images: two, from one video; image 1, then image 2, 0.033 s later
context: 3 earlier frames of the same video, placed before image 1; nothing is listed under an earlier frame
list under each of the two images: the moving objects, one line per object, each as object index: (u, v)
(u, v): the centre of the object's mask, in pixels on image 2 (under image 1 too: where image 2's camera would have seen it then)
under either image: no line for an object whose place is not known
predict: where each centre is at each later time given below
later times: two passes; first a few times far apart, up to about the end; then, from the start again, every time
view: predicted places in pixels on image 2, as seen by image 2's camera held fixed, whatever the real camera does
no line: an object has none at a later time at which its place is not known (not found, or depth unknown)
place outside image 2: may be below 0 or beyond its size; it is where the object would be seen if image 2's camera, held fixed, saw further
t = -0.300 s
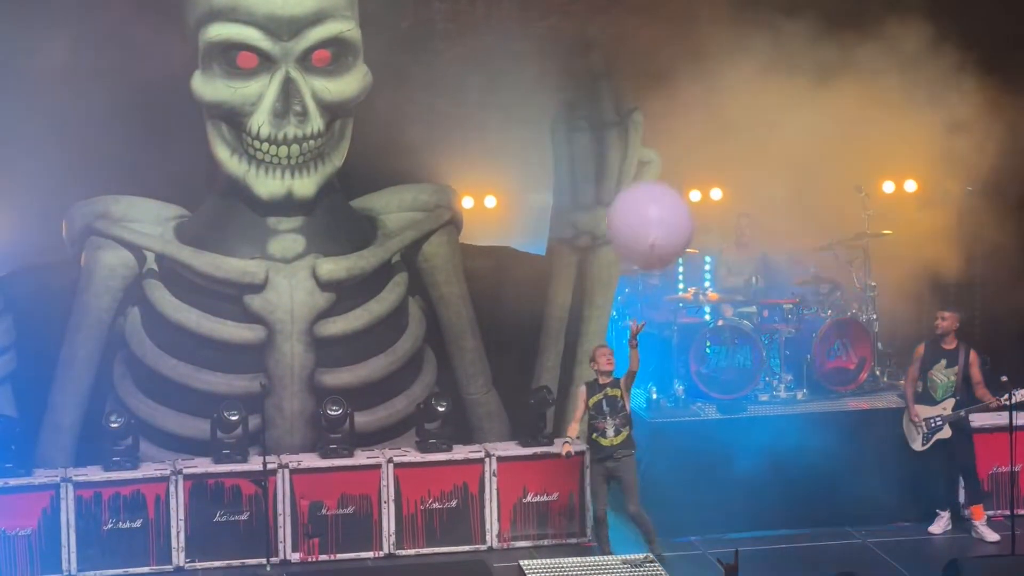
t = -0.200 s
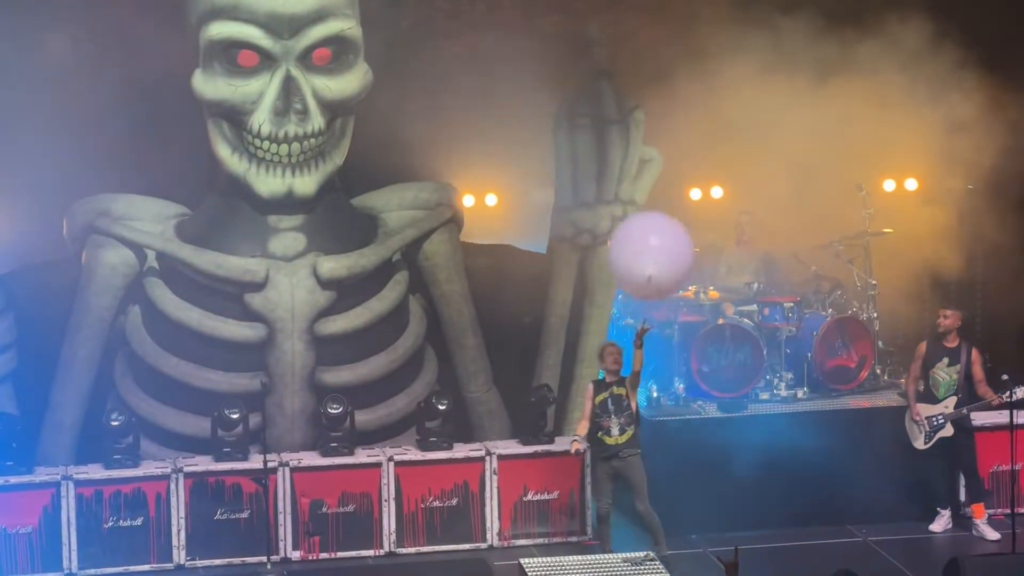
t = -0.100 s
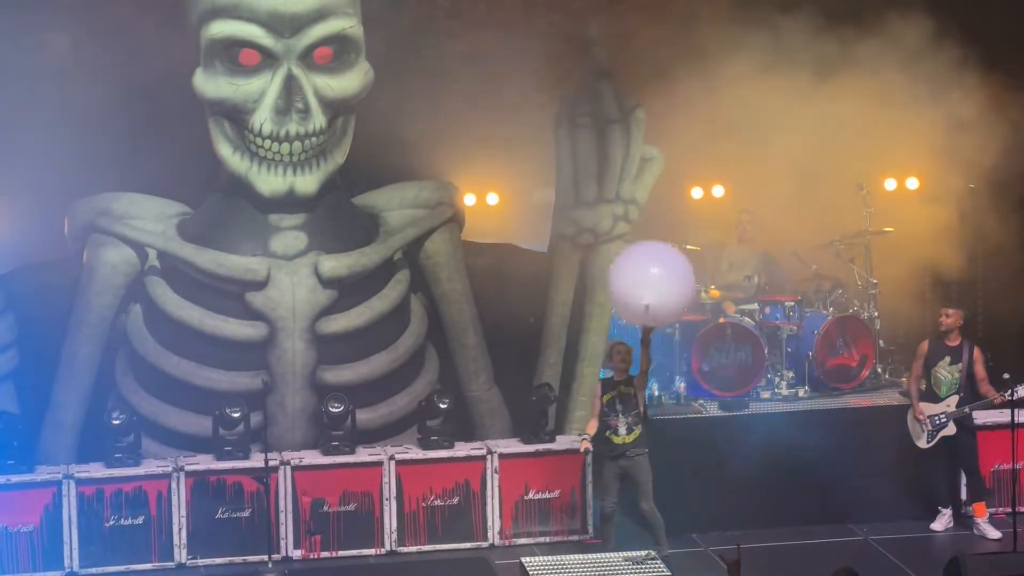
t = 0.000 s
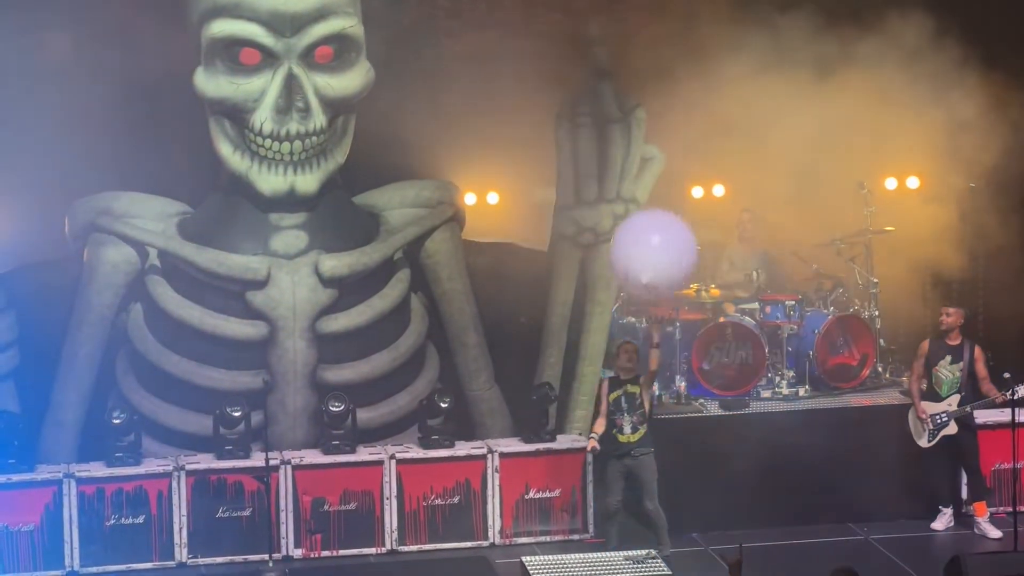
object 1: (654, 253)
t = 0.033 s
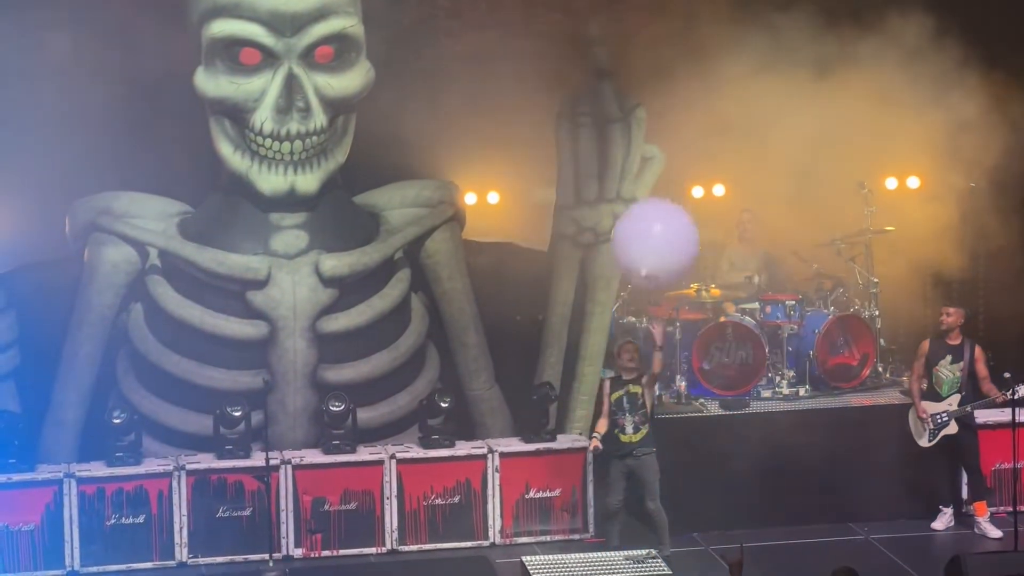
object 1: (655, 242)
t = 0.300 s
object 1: (665, 174)
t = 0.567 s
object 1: (672, 125)
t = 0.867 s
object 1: (679, 94)
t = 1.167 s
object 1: (683, 90)
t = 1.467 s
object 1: (688, 108)
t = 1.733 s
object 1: (692, 145)
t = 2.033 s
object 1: (694, 205)
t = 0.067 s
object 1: (656, 232)
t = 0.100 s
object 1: (657, 224)
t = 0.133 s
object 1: (658, 215)
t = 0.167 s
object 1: (659, 206)
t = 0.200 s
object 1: (661, 198)
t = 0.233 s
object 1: (662, 189)
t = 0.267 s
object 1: (663, 182)
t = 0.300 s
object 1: (665, 174)
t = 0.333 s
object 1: (665, 167)
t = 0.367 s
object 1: (667, 160)
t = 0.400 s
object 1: (667, 153)
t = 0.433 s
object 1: (669, 147)
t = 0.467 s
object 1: (670, 141)
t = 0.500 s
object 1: (670, 135)
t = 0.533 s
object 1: (671, 130)
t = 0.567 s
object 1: (672, 125)
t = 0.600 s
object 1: (673, 121)
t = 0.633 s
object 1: (674, 116)
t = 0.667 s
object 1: (675, 112)
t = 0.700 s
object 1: (675, 109)
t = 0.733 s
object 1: (676, 105)
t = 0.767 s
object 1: (677, 102)
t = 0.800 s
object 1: (677, 100)
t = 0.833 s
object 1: (678, 97)
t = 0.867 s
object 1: (679, 94)
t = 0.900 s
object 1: (679, 93)
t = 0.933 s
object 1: (680, 91)
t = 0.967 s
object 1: (680, 90)
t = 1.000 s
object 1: (681, 89)
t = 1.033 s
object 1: (681, 89)
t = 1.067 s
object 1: (682, 88)
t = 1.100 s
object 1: (682, 89)
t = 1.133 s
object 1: (683, 89)
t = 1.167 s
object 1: (683, 90)
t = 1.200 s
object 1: (684, 90)
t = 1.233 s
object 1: (684, 92)
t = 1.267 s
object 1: (684, 93)
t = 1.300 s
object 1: (685, 95)
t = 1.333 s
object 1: (686, 97)
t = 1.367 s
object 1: (686, 100)
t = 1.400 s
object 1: (687, 102)
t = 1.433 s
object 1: (687, 105)
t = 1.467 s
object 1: (688, 108)
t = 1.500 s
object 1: (689, 112)
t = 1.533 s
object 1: (689, 116)
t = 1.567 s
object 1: (690, 120)
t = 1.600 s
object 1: (690, 124)
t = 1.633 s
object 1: (691, 129)
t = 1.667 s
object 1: (691, 134)
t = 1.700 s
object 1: (692, 139)
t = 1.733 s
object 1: (692, 145)
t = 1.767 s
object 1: (692, 151)
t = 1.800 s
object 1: (693, 157)
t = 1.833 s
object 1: (693, 163)
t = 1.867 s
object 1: (693, 169)
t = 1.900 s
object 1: (693, 176)
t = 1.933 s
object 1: (694, 183)
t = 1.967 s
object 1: (694, 190)
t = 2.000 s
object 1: (694, 198)
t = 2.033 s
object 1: (694, 205)
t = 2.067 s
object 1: (694, 213)
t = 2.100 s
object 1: (693, 221)
